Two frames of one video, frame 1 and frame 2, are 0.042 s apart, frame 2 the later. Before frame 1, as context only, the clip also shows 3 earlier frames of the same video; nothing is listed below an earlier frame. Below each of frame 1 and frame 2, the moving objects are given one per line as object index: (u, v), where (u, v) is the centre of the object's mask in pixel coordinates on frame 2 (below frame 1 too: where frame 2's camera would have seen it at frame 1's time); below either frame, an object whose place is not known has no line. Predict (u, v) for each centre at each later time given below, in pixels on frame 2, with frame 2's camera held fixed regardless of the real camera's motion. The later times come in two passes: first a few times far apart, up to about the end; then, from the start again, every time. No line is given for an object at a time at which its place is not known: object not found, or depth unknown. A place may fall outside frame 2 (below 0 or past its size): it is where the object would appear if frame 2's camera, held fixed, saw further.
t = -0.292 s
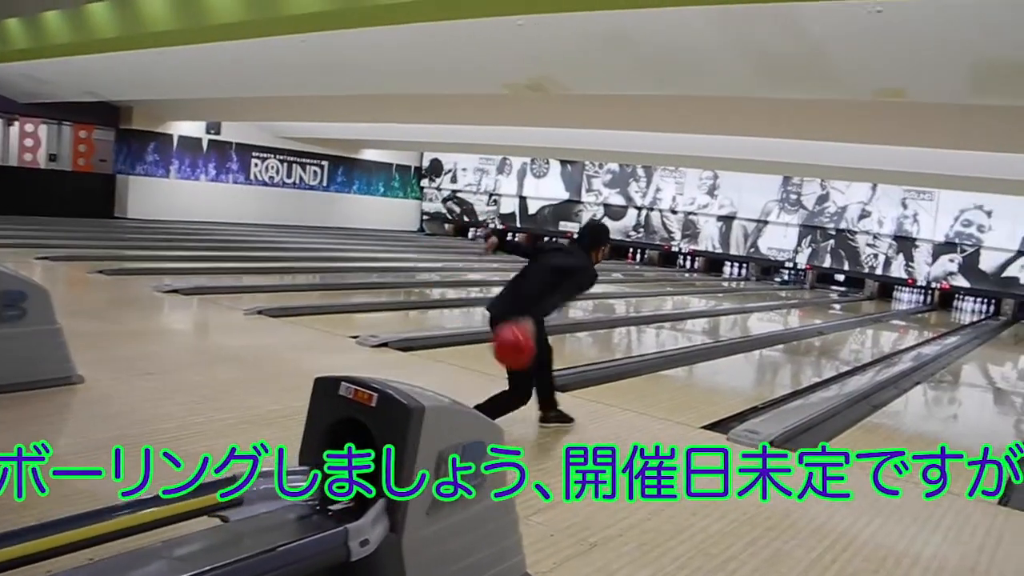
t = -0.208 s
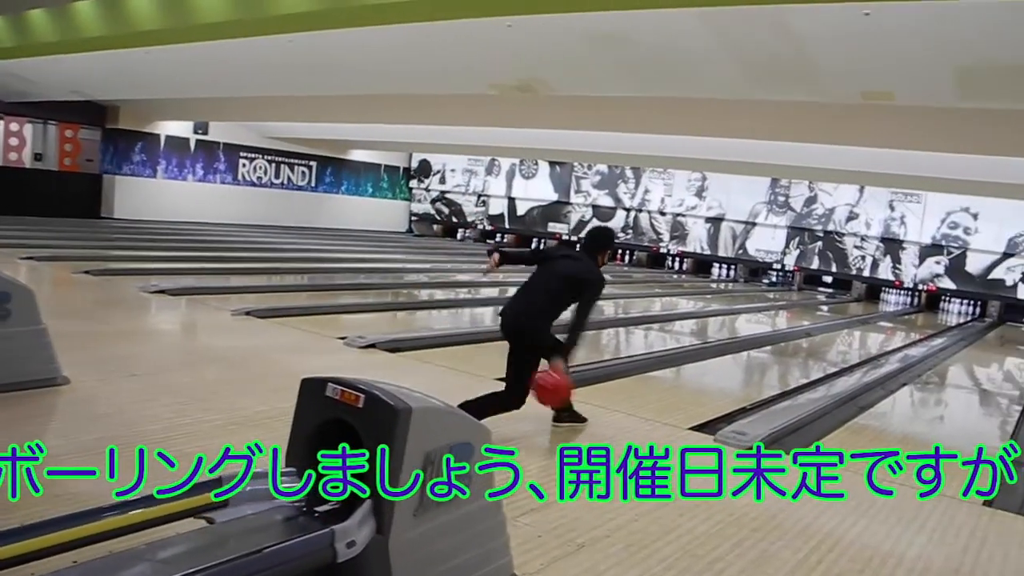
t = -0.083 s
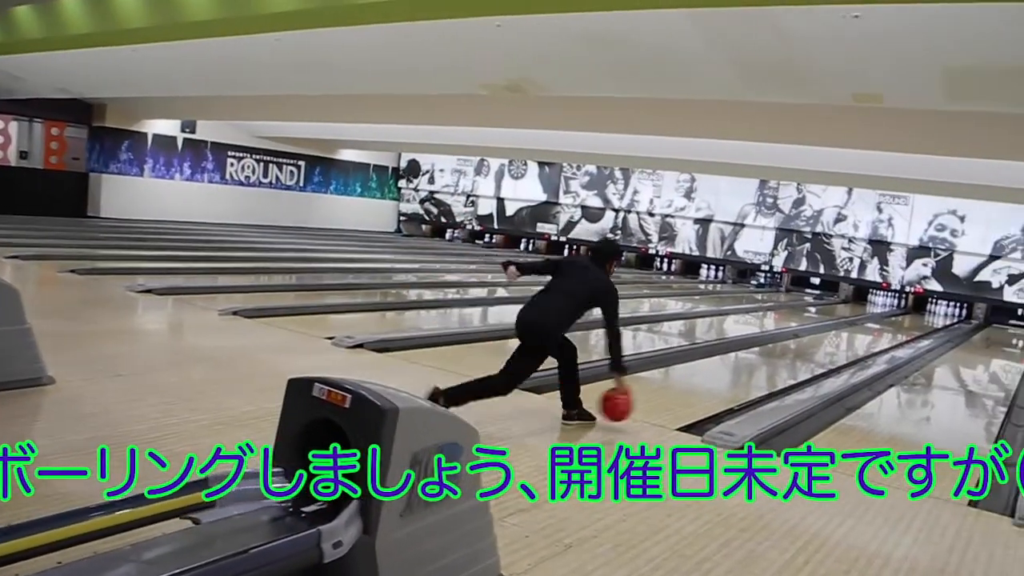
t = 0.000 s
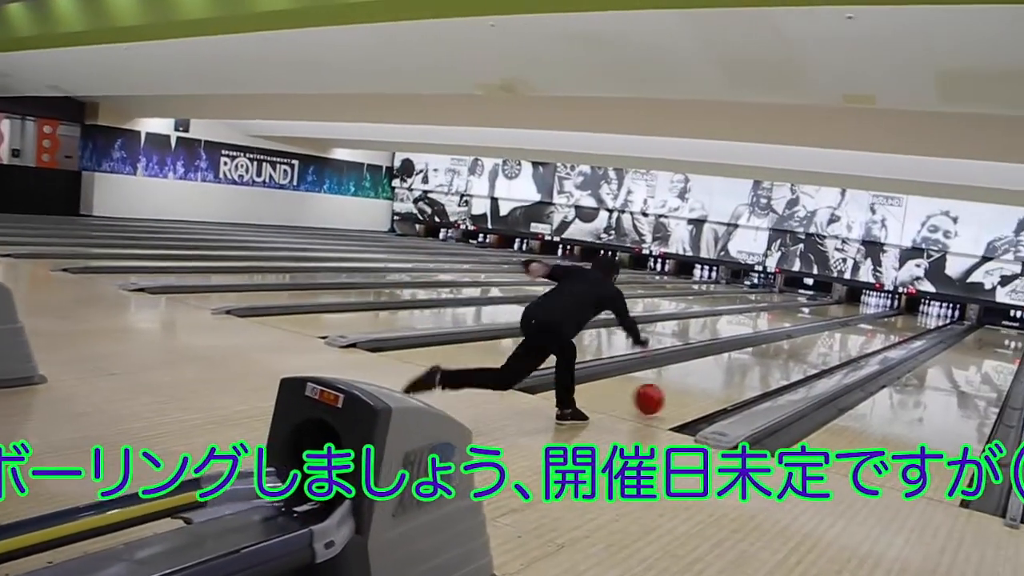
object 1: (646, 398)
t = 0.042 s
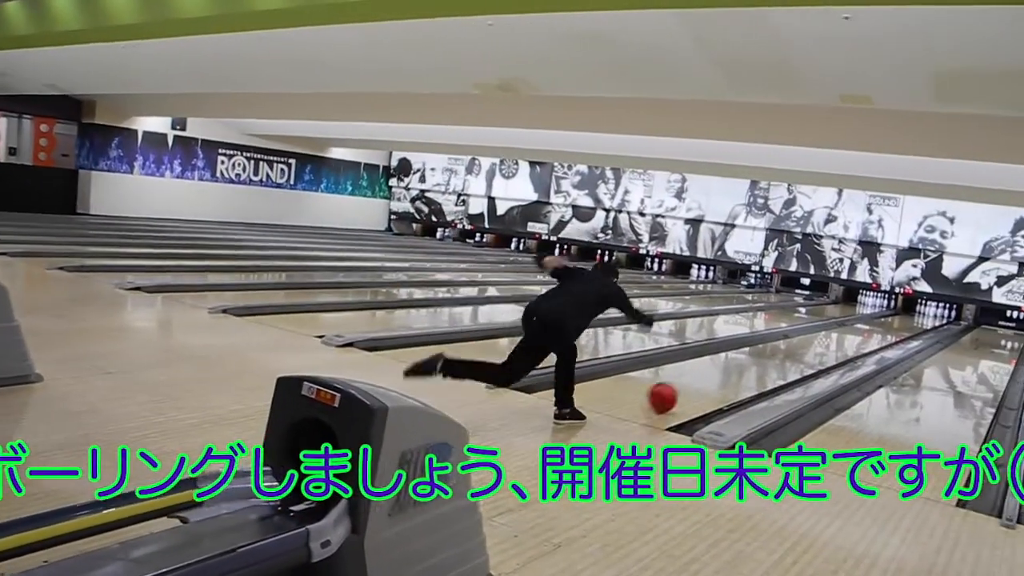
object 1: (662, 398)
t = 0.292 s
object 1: (741, 375)
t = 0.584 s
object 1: (802, 356)
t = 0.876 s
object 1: (842, 343)
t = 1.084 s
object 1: (863, 336)
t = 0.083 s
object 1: (678, 393)
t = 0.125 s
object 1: (694, 389)
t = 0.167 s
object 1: (707, 385)
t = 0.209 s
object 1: (720, 381)
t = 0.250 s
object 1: (731, 378)
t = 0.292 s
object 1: (741, 375)
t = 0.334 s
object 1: (752, 372)
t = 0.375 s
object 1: (762, 369)
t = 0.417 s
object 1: (771, 367)
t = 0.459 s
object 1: (779, 364)
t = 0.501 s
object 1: (787, 361)
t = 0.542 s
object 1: (795, 359)
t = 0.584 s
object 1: (802, 356)
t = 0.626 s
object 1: (809, 354)
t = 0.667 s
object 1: (815, 352)
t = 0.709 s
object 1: (821, 350)
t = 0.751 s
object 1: (826, 348)
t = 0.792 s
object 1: (832, 346)
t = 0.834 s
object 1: (837, 345)
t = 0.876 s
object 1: (842, 343)
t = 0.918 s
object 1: (846, 342)
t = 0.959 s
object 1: (851, 341)
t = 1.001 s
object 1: (855, 339)
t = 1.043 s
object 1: (859, 337)
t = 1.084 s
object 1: (863, 336)
